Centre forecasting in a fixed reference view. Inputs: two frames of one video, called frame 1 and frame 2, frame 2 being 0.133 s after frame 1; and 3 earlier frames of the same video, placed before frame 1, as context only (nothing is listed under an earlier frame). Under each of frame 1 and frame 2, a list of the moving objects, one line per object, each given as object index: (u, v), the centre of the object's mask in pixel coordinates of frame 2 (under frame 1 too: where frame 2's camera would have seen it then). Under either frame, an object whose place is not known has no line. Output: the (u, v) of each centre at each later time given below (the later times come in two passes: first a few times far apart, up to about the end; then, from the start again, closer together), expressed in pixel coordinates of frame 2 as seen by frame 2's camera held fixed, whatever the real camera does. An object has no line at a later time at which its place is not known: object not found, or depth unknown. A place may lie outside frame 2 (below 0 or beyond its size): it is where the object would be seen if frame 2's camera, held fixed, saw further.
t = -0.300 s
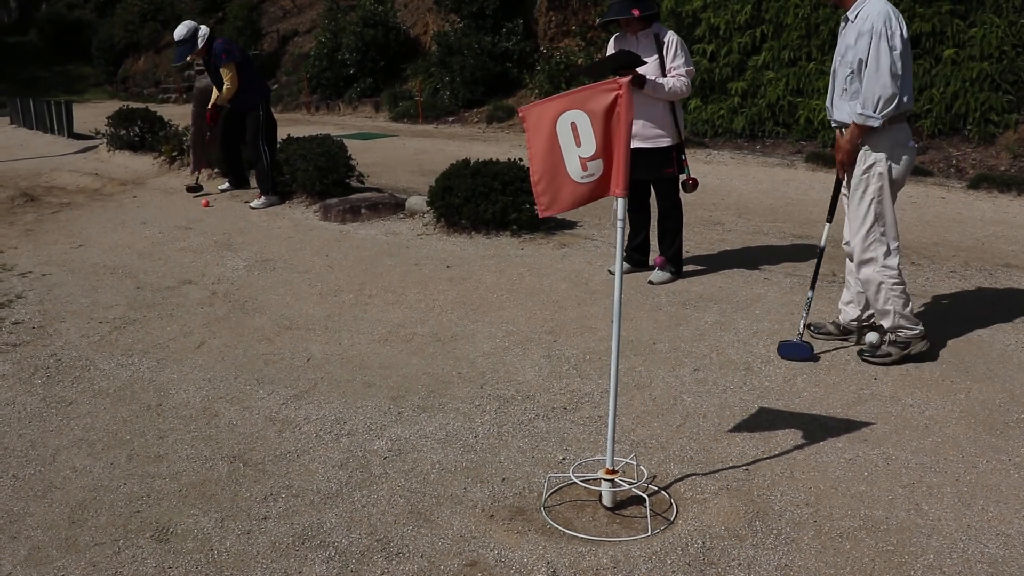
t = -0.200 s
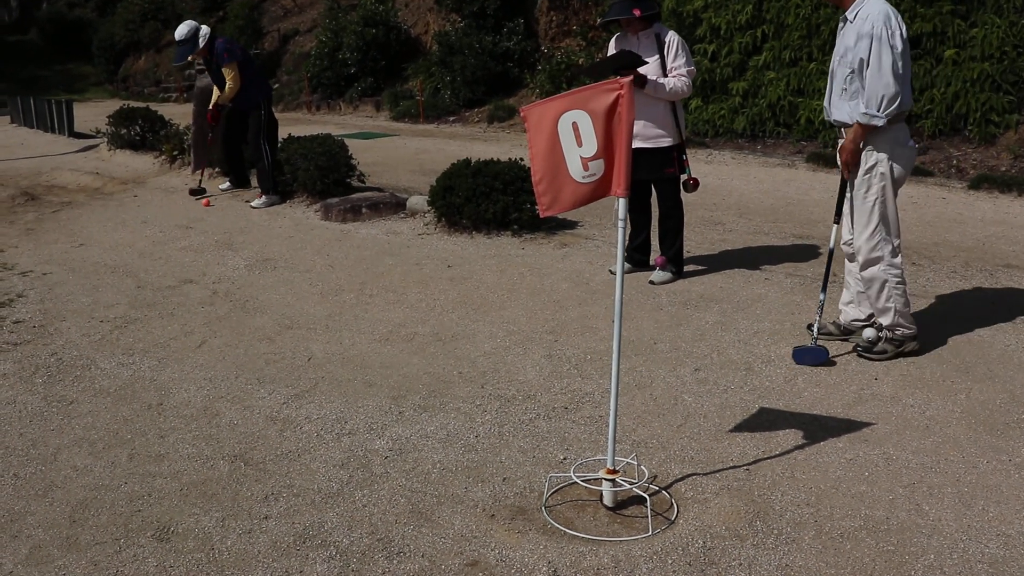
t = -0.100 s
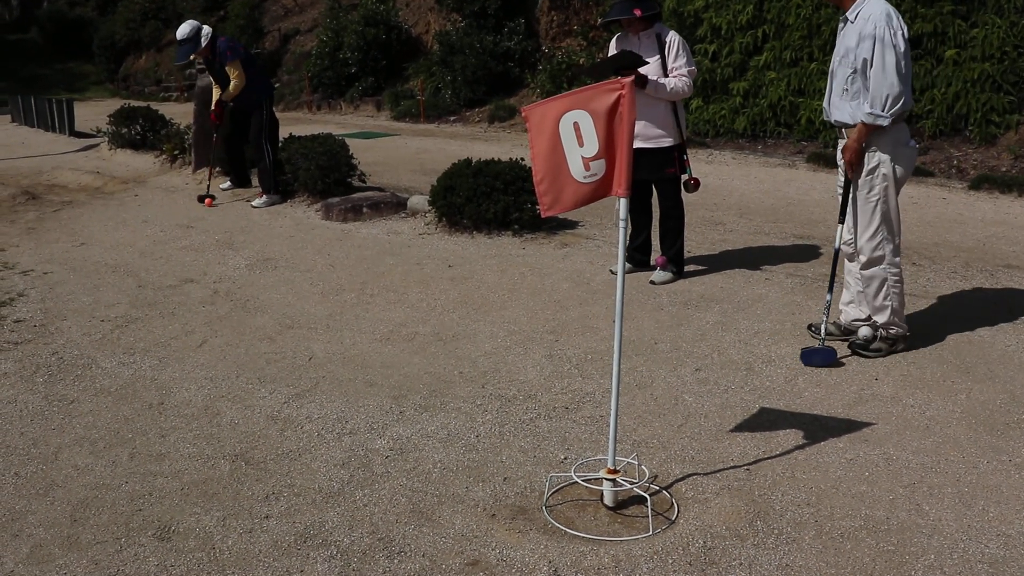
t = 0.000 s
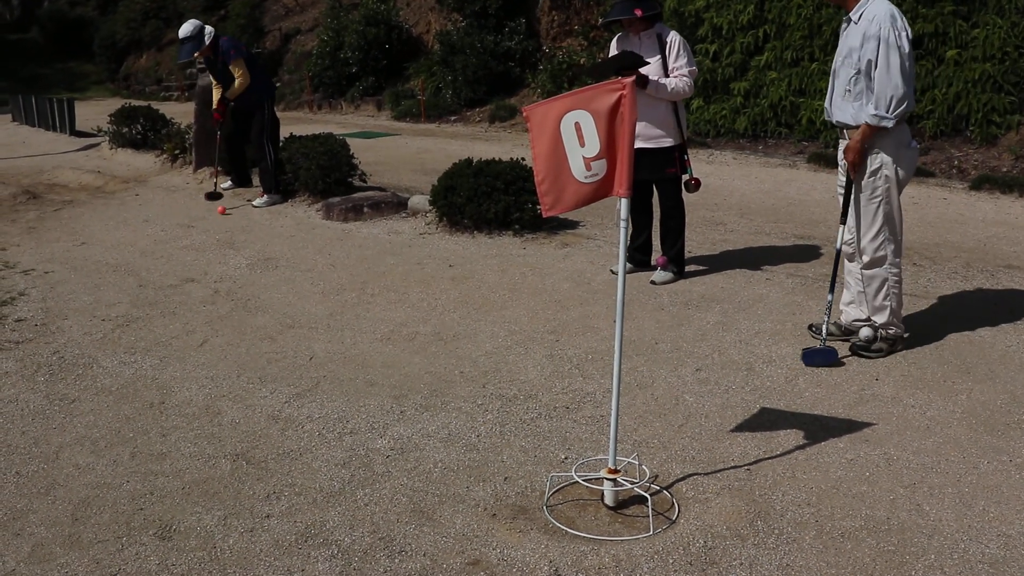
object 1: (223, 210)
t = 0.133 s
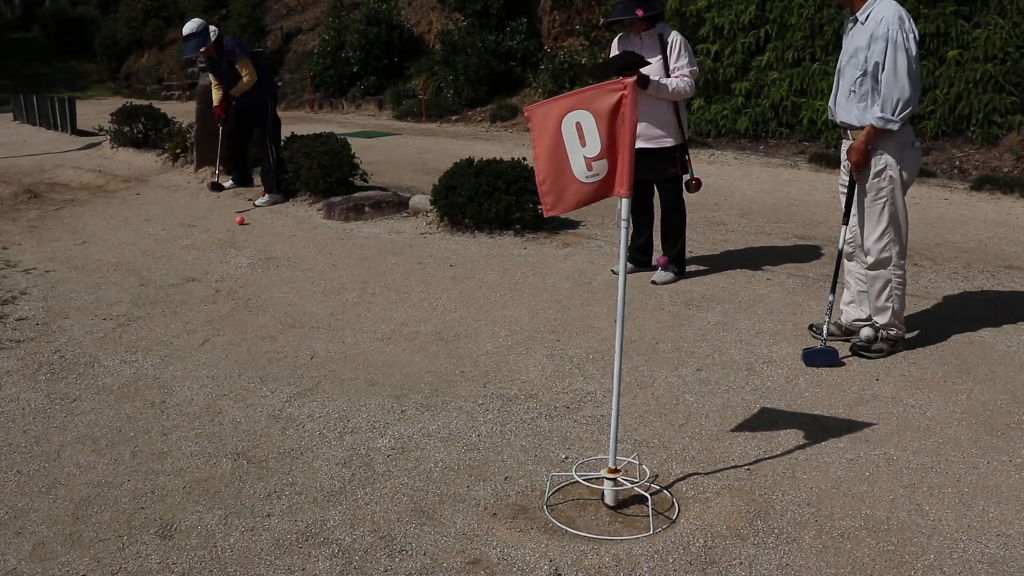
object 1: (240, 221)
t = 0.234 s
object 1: (252, 226)
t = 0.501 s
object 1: (289, 248)
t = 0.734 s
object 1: (324, 268)
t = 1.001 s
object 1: (372, 296)
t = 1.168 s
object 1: (409, 314)
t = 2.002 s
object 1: (631, 431)
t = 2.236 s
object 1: (692, 457)
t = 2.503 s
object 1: (765, 480)
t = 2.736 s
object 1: (829, 490)
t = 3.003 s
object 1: (886, 495)
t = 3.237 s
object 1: (919, 499)
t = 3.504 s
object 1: (930, 508)
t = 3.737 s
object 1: (929, 506)
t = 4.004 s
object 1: (929, 505)
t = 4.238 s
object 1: (929, 505)
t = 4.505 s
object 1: (929, 505)
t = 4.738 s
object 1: (930, 505)
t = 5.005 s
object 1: (930, 505)
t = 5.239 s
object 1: (930, 506)
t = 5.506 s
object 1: (929, 505)
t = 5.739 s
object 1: (929, 505)
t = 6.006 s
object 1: (929, 505)
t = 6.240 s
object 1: (929, 505)
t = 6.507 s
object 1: (929, 505)
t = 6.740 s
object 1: (929, 505)
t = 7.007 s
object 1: (929, 505)
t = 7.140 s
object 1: (929, 505)
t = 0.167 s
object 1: (244, 223)
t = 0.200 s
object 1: (248, 225)
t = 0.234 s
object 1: (252, 226)
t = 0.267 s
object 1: (256, 228)
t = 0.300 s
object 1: (261, 232)
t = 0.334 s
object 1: (265, 235)
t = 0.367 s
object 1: (269, 237)
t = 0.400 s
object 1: (274, 240)
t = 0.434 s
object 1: (279, 243)
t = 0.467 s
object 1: (284, 244)
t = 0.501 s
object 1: (289, 248)
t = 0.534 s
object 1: (293, 249)
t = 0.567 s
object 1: (298, 251)
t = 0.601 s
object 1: (303, 255)
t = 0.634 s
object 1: (309, 259)
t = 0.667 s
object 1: (313, 261)
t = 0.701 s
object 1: (318, 265)
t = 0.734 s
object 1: (324, 268)
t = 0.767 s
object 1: (330, 272)
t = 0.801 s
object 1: (335, 274)
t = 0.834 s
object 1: (341, 278)
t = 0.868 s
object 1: (347, 282)
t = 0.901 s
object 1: (353, 285)
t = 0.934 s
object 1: (359, 289)
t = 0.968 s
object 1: (366, 292)
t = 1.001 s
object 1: (372, 296)
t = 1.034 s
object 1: (379, 299)
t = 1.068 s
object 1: (387, 303)
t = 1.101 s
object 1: (394, 306)
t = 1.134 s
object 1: (401, 310)
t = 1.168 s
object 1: (409, 314)
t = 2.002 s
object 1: (631, 431)
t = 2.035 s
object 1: (640, 435)
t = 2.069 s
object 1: (648, 440)
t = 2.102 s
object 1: (657, 444)
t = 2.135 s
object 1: (666, 448)
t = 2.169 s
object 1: (675, 452)
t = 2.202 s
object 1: (684, 455)
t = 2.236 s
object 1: (692, 457)
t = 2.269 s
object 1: (700, 460)
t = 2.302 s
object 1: (710, 465)
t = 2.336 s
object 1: (719, 465)
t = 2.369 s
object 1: (727, 469)
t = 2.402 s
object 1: (736, 471)
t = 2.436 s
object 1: (745, 475)
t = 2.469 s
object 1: (755, 478)
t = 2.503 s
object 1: (765, 480)
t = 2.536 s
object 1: (775, 483)
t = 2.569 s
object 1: (784, 484)
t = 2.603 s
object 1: (794, 485)
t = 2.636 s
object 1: (802, 486)
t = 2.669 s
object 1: (811, 488)
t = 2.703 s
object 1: (820, 489)
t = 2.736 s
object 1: (829, 490)
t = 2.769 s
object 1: (837, 491)
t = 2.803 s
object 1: (845, 491)
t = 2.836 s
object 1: (852, 492)
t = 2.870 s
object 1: (860, 493)
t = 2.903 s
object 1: (867, 493)
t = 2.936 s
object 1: (873, 493)
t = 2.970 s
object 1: (880, 494)
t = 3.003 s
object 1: (886, 495)
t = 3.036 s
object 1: (891, 495)
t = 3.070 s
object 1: (897, 496)
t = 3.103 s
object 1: (902, 496)
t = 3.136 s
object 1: (906, 497)
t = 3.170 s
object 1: (911, 498)
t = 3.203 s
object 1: (915, 498)
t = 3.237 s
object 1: (919, 499)
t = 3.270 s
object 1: (923, 501)
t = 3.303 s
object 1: (926, 501)
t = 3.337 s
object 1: (928, 502)
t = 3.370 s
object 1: (929, 504)
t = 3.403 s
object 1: (930, 506)
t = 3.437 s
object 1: (930, 507)
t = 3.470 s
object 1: (930, 507)
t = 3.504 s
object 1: (930, 508)
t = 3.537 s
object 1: (930, 508)
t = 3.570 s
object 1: (930, 508)
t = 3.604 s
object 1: (930, 508)
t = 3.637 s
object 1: (930, 508)
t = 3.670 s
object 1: (930, 507)
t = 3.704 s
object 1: (929, 507)
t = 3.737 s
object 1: (929, 506)
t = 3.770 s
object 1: (929, 506)
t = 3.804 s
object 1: (929, 505)
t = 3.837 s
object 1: (929, 505)
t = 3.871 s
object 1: (929, 505)
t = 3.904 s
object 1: (929, 505)
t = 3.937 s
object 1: (930, 505)
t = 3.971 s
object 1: (930, 505)
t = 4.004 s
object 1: (929, 505)
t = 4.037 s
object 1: (929, 505)
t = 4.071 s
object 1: (929, 505)
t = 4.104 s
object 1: (929, 505)
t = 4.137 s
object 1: (929, 505)
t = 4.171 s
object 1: (929, 505)
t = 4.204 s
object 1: (929, 505)
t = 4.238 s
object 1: (929, 505)
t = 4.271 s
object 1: (929, 505)
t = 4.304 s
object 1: (929, 505)
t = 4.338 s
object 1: (929, 505)
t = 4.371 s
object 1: (929, 505)
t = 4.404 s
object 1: (929, 505)
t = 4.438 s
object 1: (929, 505)
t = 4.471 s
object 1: (929, 505)
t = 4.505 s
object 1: (929, 505)
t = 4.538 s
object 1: (929, 505)
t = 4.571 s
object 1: (929, 505)
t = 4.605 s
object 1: (929, 505)
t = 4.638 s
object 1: (929, 505)
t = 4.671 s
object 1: (930, 505)
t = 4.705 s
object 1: (930, 505)
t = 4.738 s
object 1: (930, 505)
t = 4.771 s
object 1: (930, 505)
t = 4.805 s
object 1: (930, 505)
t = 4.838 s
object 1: (930, 505)
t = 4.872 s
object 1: (930, 505)
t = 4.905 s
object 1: (930, 505)
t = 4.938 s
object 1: (930, 506)
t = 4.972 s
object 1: (930, 505)
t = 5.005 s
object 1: (930, 505)
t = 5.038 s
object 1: (930, 506)
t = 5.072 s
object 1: (930, 505)
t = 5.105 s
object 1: (930, 505)
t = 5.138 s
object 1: (930, 505)
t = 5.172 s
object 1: (930, 505)
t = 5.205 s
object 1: (930, 505)
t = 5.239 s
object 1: (930, 506)
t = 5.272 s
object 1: (930, 505)
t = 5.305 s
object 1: (929, 505)
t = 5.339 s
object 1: (929, 505)
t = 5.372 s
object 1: (930, 505)
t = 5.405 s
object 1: (930, 505)
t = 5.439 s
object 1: (930, 505)
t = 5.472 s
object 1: (929, 505)
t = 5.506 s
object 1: (929, 505)
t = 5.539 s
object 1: (929, 505)
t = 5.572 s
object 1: (929, 505)
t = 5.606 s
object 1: (929, 505)
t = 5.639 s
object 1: (929, 505)
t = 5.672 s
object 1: (929, 505)
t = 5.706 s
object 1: (929, 505)
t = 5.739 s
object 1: (929, 505)
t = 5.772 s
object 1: (929, 505)
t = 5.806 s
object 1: (929, 505)
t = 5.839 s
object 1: (929, 505)
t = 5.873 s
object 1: (929, 505)
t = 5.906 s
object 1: (929, 505)
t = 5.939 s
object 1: (929, 505)
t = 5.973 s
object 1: (929, 505)
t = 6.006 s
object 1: (929, 505)
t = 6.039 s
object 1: (929, 505)
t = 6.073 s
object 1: (929, 505)
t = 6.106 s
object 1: (929, 505)
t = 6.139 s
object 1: (929, 505)
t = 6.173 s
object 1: (929, 505)
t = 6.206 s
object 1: (929, 505)
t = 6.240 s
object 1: (929, 505)
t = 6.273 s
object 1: (929, 505)
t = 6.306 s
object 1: (929, 505)
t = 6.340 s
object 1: (929, 505)
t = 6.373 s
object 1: (929, 505)
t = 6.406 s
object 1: (929, 505)
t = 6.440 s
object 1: (929, 505)
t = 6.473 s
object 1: (929, 505)
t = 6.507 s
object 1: (929, 505)
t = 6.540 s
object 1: (929, 505)
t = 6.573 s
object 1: (929, 505)
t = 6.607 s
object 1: (929, 505)
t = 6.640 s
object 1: (929, 505)
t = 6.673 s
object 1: (929, 505)
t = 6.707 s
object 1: (929, 505)
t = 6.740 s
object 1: (929, 505)
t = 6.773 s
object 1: (929, 505)
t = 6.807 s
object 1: (929, 505)
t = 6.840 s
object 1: (930, 505)
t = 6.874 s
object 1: (929, 505)
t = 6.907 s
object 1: (929, 505)
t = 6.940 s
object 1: (929, 505)
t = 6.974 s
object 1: (929, 505)
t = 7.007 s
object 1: (929, 505)
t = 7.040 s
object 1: (929, 505)
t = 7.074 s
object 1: (929, 505)
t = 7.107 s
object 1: (929, 505)
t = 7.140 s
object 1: (929, 505)
